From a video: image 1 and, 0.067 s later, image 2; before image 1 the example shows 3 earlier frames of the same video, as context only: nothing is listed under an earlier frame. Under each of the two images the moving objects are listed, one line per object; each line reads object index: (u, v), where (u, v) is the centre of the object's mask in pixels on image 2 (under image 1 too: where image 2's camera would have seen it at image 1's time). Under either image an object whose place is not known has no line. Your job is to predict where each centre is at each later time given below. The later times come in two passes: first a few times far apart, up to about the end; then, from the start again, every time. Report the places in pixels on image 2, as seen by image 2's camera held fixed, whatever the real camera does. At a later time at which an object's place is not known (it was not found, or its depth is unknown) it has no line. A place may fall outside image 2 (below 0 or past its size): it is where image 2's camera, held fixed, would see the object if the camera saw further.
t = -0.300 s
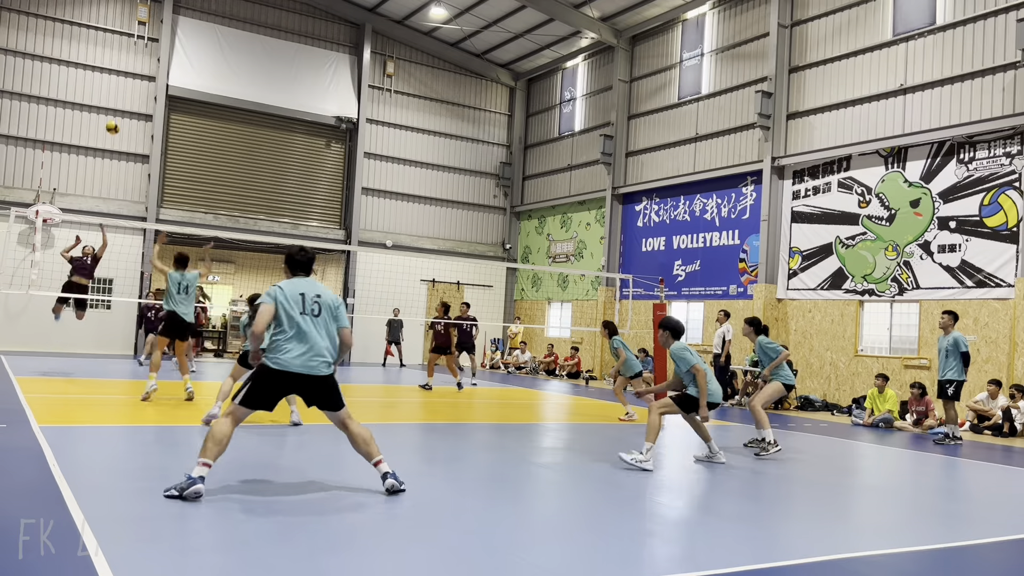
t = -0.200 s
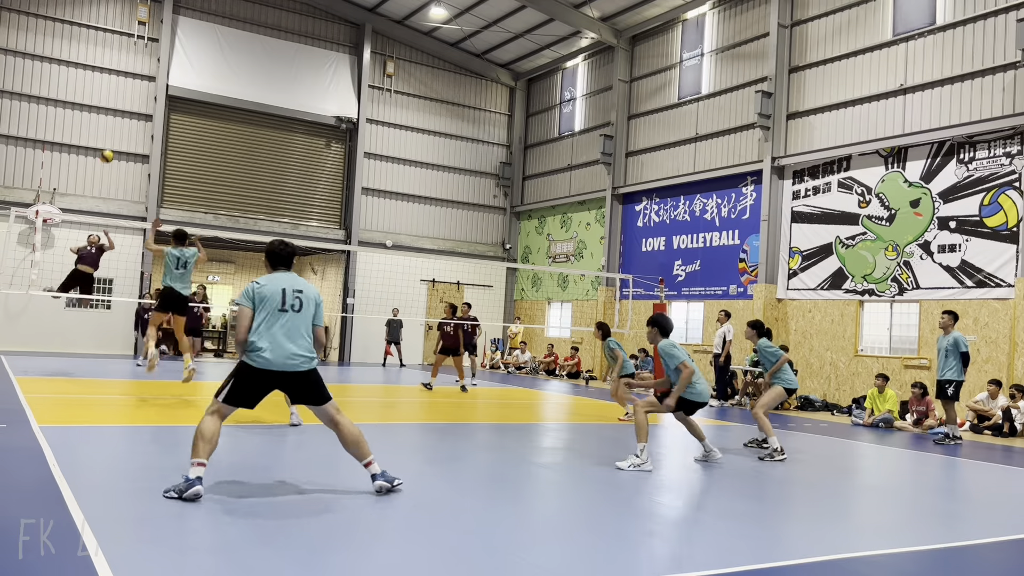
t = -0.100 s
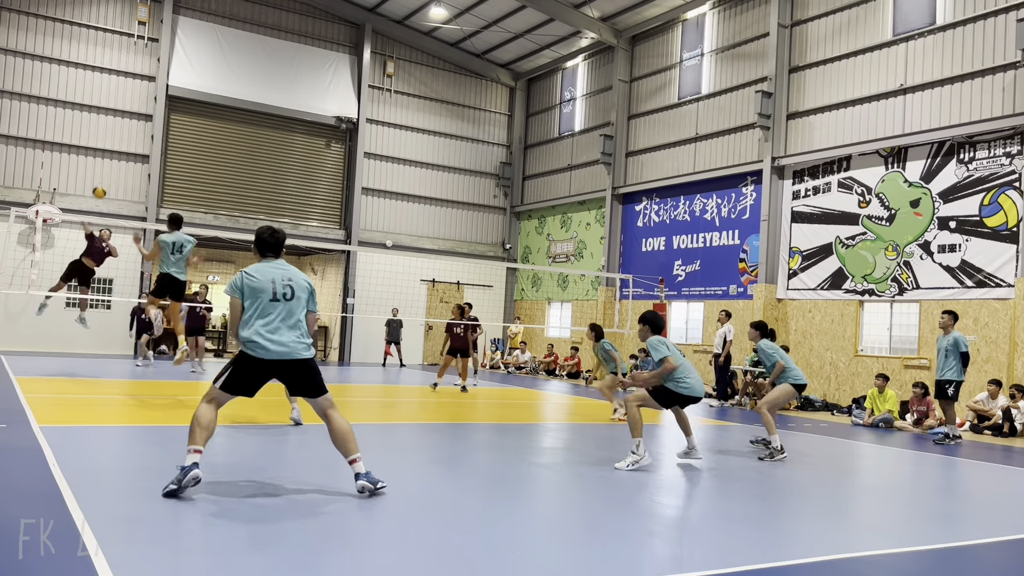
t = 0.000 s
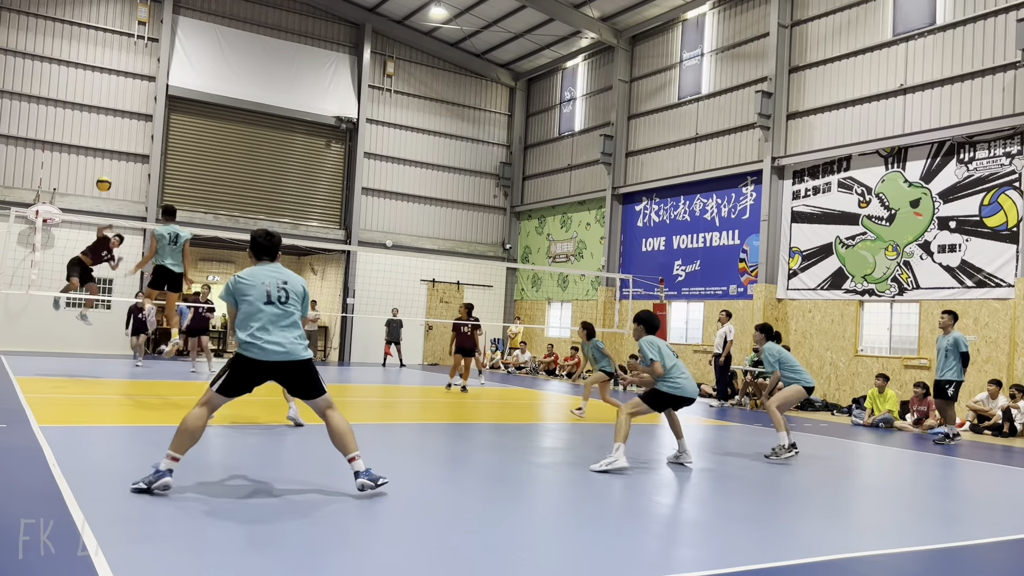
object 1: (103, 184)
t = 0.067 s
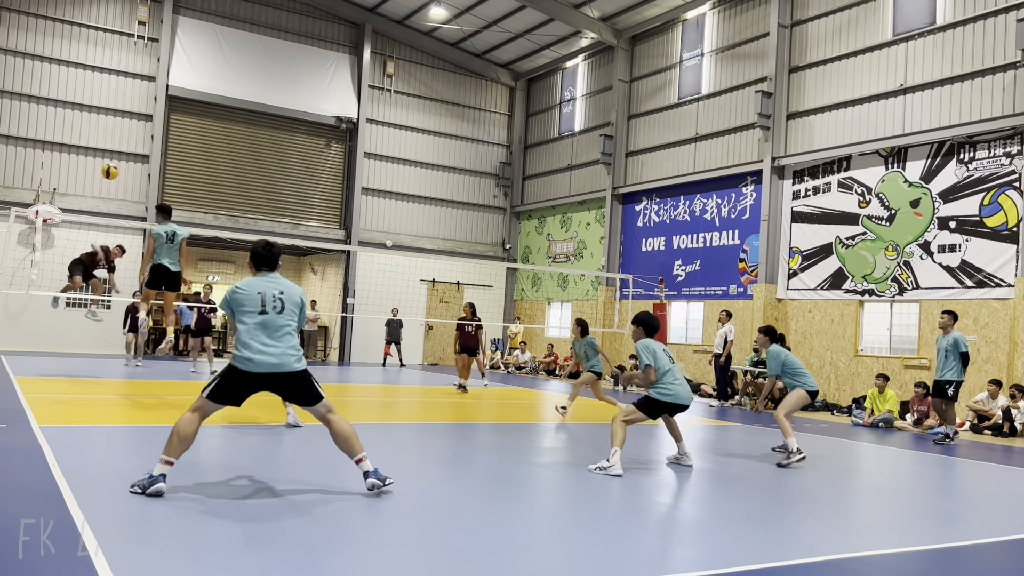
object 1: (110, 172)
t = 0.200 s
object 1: (126, 161)
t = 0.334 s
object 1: (149, 179)
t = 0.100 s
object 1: (113, 167)
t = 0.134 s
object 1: (118, 163)
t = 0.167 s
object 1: (122, 161)
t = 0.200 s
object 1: (126, 161)
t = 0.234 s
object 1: (132, 162)
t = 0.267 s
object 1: (137, 166)
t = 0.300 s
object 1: (143, 171)
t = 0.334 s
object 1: (149, 179)
